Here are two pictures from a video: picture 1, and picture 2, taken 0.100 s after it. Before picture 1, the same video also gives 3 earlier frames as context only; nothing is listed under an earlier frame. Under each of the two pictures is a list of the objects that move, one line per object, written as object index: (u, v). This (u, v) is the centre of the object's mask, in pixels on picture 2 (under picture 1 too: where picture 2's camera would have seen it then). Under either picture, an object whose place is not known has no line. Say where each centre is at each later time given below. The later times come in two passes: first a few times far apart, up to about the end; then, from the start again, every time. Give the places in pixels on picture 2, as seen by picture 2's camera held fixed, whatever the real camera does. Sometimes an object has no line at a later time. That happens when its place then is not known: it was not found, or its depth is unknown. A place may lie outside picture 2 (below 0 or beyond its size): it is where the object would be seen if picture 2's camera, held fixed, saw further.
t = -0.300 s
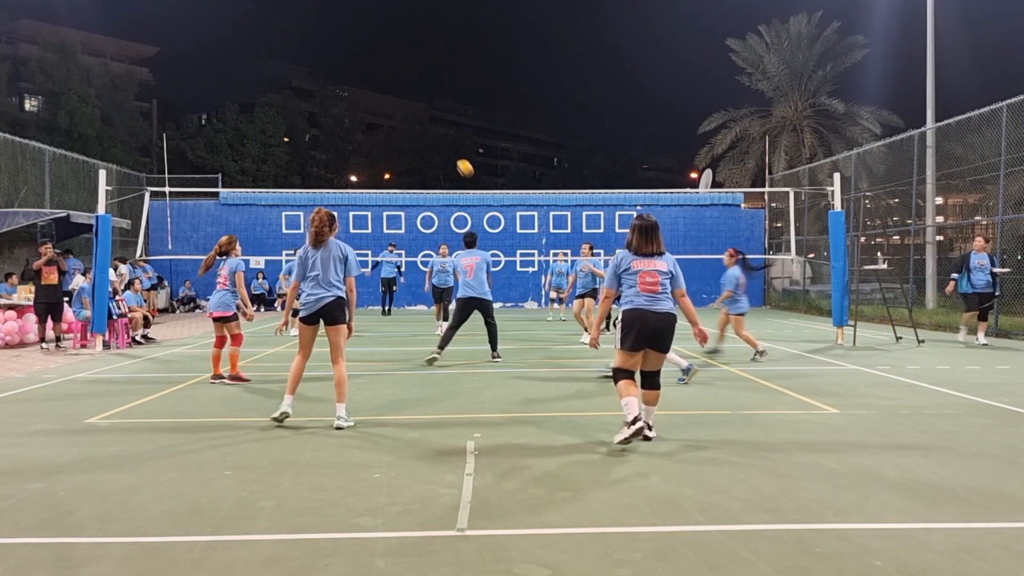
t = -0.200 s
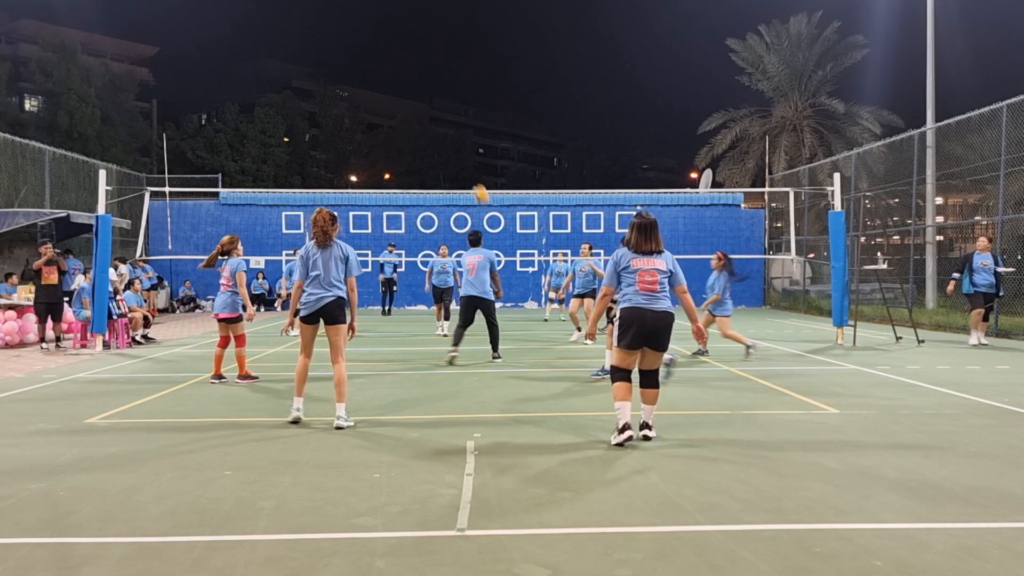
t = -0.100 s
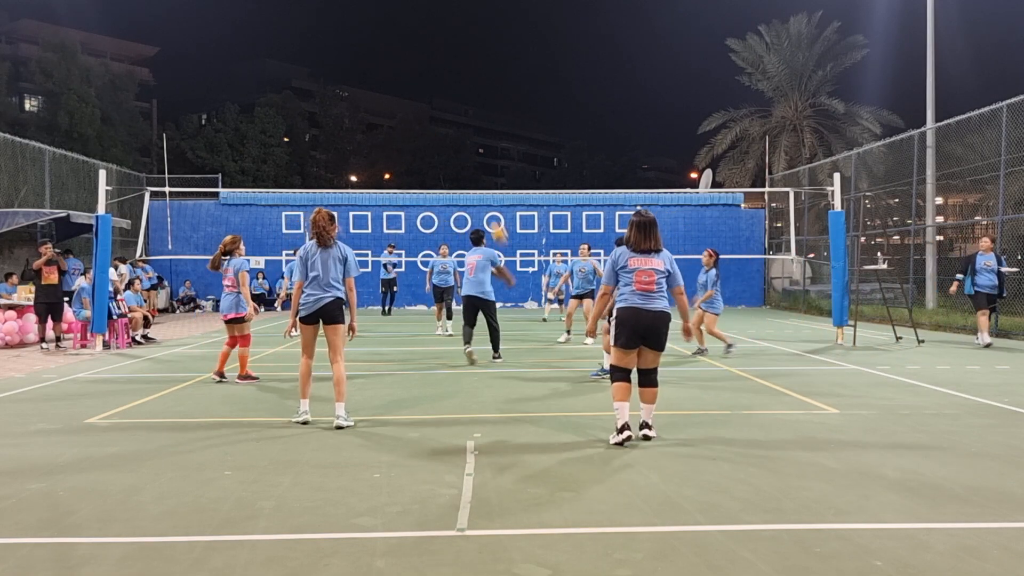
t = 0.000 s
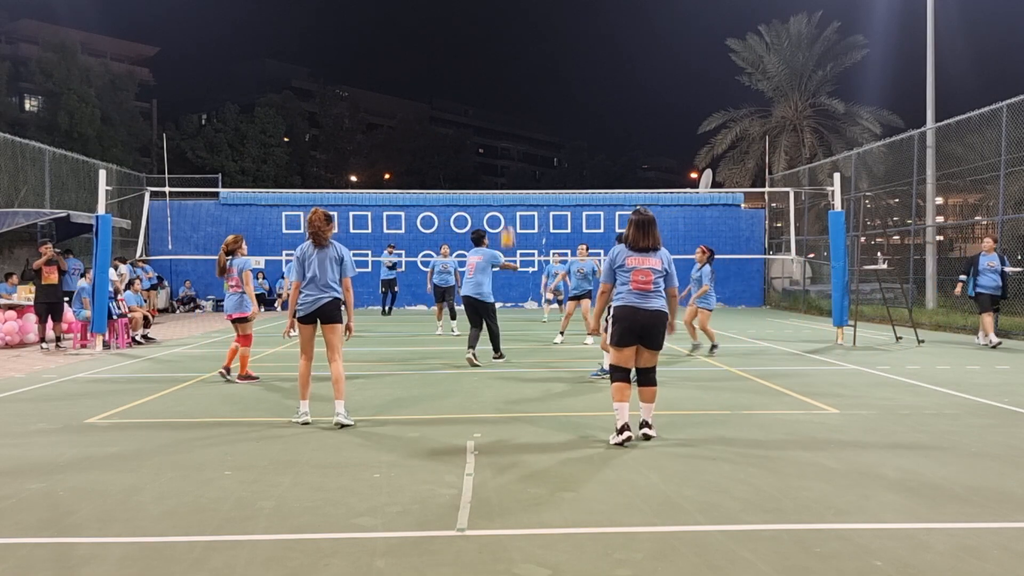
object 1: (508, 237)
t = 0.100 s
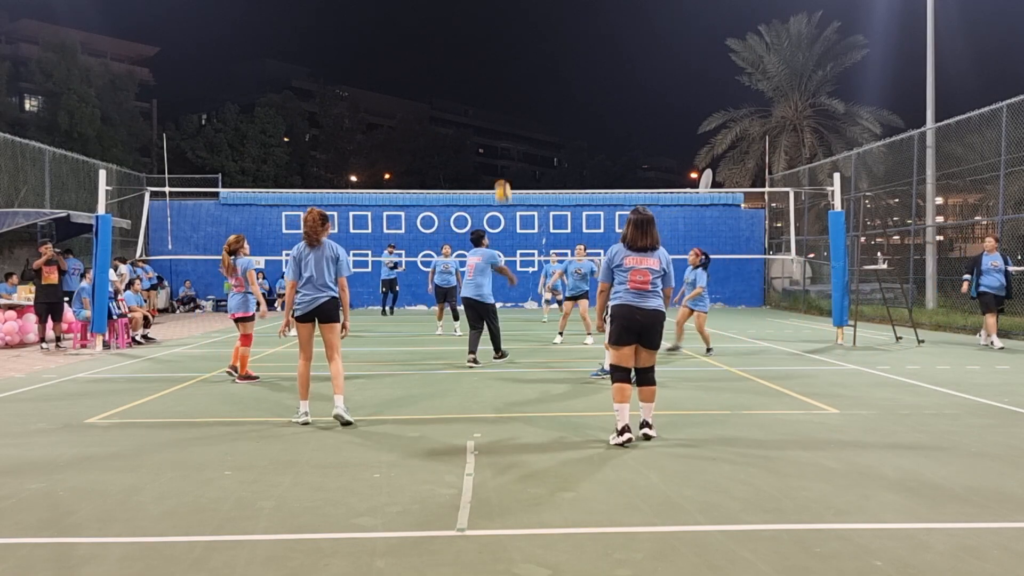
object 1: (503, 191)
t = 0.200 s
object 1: (498, 154)
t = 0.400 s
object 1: (488, 101)
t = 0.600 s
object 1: (478, 77)
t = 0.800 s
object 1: (468, 84)
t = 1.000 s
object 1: (458, 124)
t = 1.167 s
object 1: (450, 180)
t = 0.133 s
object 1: (501, 179)
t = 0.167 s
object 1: (499, 167)
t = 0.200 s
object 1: (498, 154)
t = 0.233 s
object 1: (496, 144)
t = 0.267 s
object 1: (495, 134)
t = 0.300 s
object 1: (493, 124)
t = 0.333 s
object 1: (491, 116)
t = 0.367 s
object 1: (490, 108)
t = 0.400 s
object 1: (488, 101)
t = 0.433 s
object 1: (487, 95)
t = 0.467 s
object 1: (485, 90)
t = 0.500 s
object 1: (483, 85)
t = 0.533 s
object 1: (481, 82)
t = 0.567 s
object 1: (480, 79)
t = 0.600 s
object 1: (478, 77)
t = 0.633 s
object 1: (476, 76)
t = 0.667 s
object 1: (475, 76)
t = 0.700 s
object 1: (473, 77)
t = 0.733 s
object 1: (471, 78)
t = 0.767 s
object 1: (470, 81)
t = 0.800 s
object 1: (468, 84)
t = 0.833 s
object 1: (466, 89)
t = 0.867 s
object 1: (465, 94)
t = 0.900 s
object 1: (463, 100)
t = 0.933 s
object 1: (461, 107)
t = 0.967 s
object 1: (460, 115)
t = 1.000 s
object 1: (458, 124)
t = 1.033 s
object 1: (456, 134)
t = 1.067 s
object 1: (455, 144)
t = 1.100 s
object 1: (453, 156)
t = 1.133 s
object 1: (452, 169)
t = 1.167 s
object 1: (450, 180)
